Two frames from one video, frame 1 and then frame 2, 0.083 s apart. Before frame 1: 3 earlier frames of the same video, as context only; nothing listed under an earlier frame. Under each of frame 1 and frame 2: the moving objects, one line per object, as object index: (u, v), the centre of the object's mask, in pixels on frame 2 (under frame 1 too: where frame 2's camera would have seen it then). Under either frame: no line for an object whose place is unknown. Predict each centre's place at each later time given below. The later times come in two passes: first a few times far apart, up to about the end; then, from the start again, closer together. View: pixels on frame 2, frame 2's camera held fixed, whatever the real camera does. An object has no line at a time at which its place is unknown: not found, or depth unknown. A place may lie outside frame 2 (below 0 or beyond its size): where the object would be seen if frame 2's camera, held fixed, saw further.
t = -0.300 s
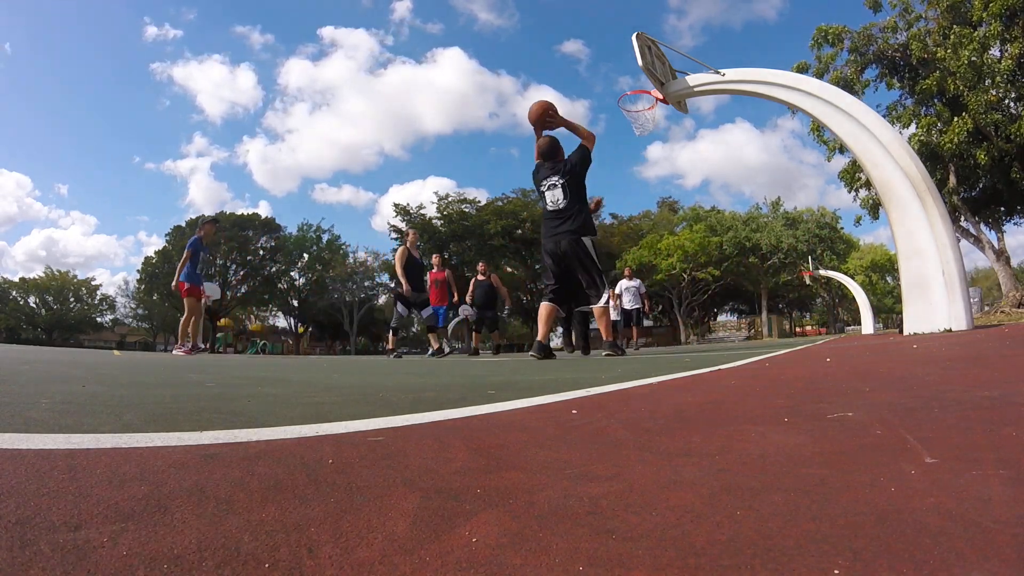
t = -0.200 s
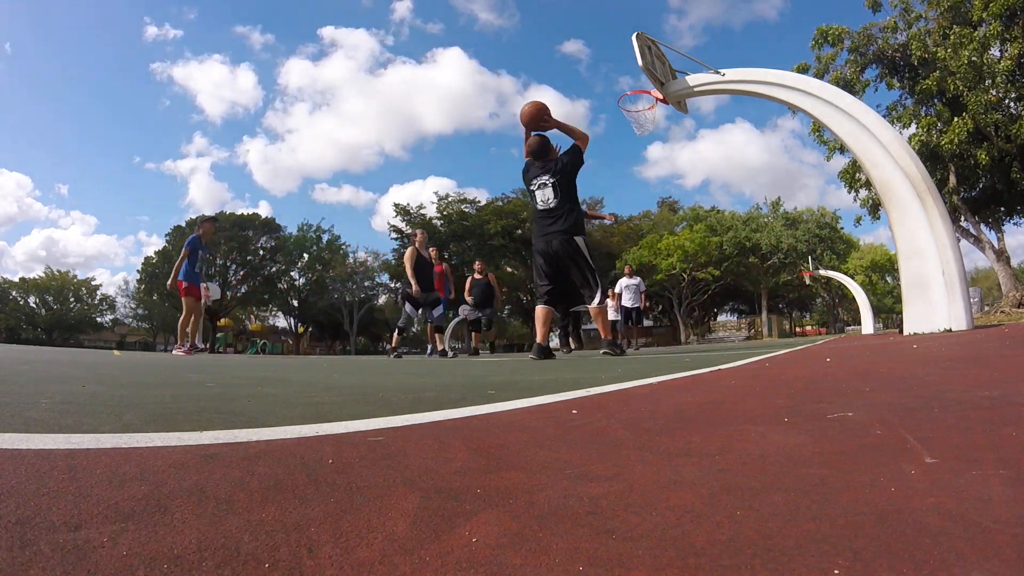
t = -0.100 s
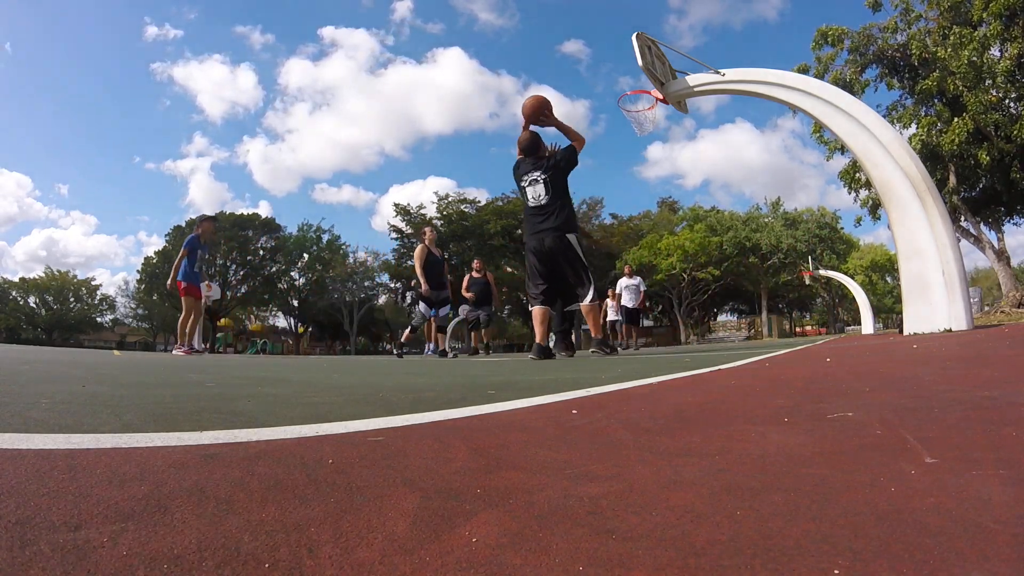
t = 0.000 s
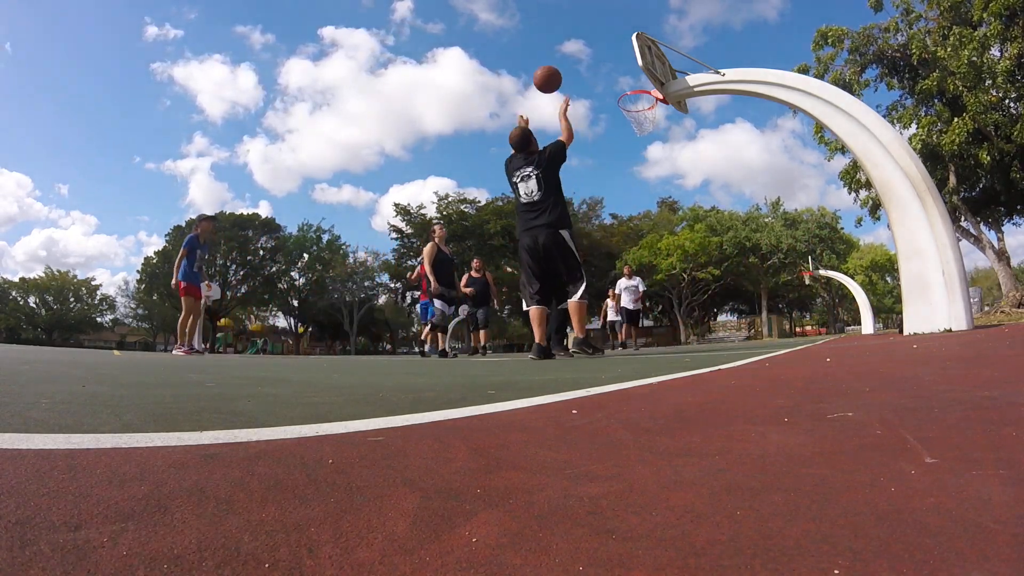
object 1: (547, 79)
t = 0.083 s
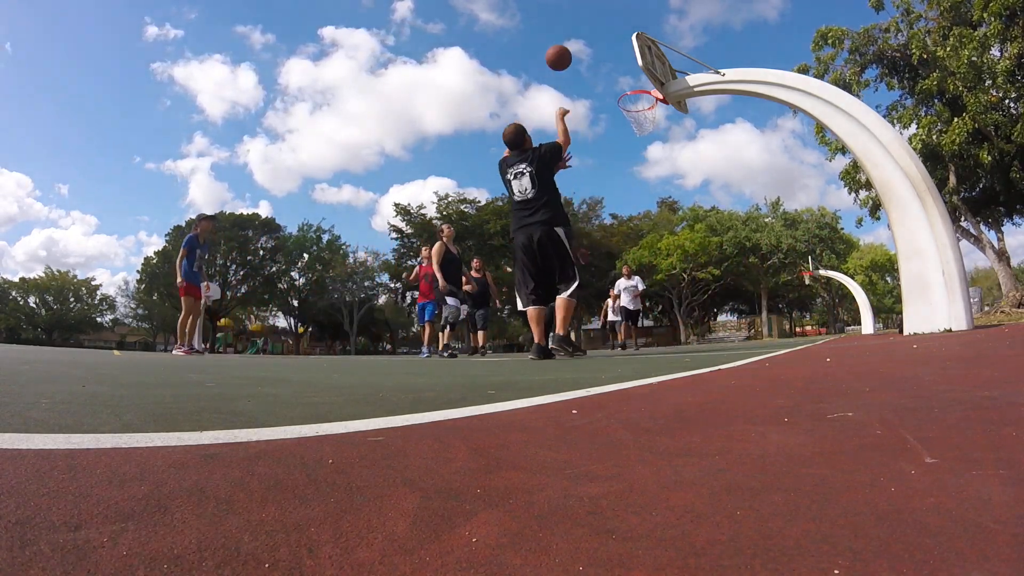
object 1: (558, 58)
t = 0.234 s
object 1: (576, 39)
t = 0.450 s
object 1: (600, 45)
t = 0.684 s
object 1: (625, 83)
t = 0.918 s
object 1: (648, 128)
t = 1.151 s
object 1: (677, 203)
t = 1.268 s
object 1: (695, 268)
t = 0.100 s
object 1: (560, 55)
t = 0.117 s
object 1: (562, 52)
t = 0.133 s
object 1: (565, 49)
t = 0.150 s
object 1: (567, 47)
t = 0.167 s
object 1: (569, 45)
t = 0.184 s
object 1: (571, 43)
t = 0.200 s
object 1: (572, 42)
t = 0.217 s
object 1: (574, 40)
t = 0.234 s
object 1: (576, 39)
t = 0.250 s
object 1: (578, 39)
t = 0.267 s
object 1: (580, 38)
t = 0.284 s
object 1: (582, 38)
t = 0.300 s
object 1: (584, 38)
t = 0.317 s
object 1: (586, 38)
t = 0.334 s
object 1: (587, 38)
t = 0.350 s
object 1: (589, 38)
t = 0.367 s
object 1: (591, 39)
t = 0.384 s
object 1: (593, 40)
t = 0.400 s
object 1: (595, 41)
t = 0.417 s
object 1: (596, 42)
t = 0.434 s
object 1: (598, 44)
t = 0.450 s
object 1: (600, 45)
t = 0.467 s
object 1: (602, 47)
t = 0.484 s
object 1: (603, 48)
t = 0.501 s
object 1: (605, 50)
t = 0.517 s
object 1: (607, 53)
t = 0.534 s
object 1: (609, 55)
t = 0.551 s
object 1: (610, 58)
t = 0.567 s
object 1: (612, 60)
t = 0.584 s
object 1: (614, 63)
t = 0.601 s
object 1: (616, 66)
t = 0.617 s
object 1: (618, 69)
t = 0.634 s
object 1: (619, 72)
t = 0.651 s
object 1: (621, 76)
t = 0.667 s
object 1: (623, 80)
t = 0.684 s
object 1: (625, 83)
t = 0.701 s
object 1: (626, 86)
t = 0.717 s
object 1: (628, 91)
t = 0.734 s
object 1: (630, 96)
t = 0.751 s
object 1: (632, 101)
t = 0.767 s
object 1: (633, 104)
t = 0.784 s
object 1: (636, 108)
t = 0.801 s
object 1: (637, 110)
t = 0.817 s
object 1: (639, 112)
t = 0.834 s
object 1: (640, 114)
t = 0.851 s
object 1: (642, 117)
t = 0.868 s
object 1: (643, 119)
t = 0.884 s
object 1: (646, 123)
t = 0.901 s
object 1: (646, 125)
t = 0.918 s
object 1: (648, 128)
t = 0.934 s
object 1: (650, 131)
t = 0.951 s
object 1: (652, 135)
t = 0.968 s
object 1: (654, 139)
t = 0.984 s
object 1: (656, 143)
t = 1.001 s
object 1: (658, 147)
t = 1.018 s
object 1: (659, 152)
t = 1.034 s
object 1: (662, 158)
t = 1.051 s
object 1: (664, 163)
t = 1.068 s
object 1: (666, 169)
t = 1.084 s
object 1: (668, 175)
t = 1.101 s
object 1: (670, 182)
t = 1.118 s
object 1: (673, 188)
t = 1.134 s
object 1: (675, 195)
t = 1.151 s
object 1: (677, 203)
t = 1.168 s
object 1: (680, 211)
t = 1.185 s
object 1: (682, 219)
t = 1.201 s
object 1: (685, 228)
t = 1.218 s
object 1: (687, 238)
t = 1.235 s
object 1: (689, 247)
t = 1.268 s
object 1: (695, 268)
